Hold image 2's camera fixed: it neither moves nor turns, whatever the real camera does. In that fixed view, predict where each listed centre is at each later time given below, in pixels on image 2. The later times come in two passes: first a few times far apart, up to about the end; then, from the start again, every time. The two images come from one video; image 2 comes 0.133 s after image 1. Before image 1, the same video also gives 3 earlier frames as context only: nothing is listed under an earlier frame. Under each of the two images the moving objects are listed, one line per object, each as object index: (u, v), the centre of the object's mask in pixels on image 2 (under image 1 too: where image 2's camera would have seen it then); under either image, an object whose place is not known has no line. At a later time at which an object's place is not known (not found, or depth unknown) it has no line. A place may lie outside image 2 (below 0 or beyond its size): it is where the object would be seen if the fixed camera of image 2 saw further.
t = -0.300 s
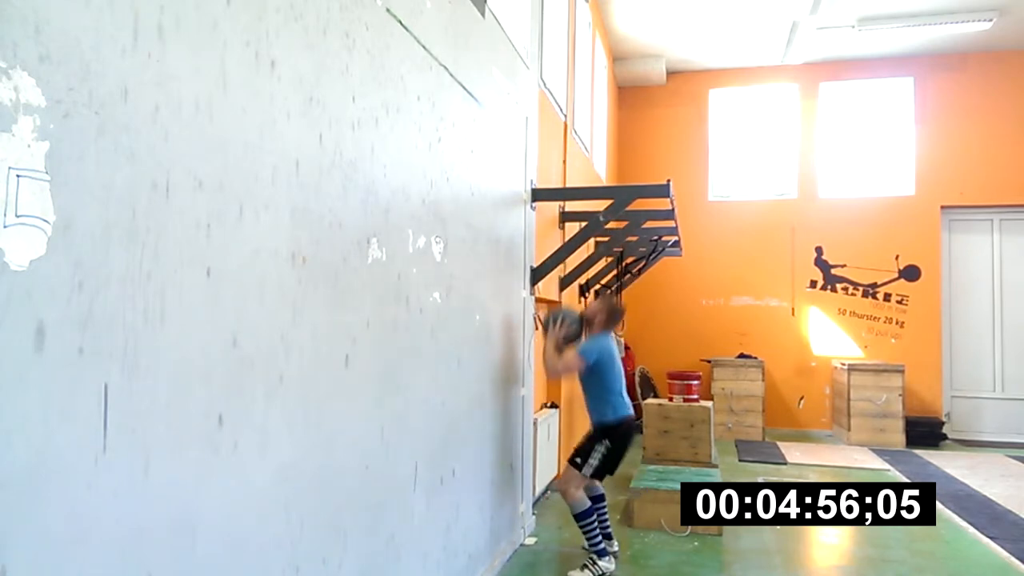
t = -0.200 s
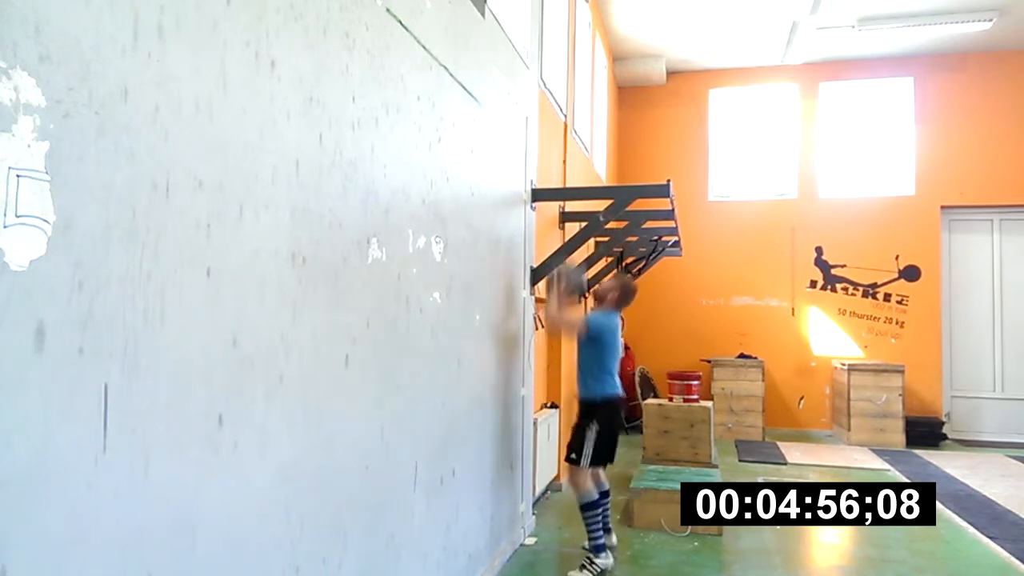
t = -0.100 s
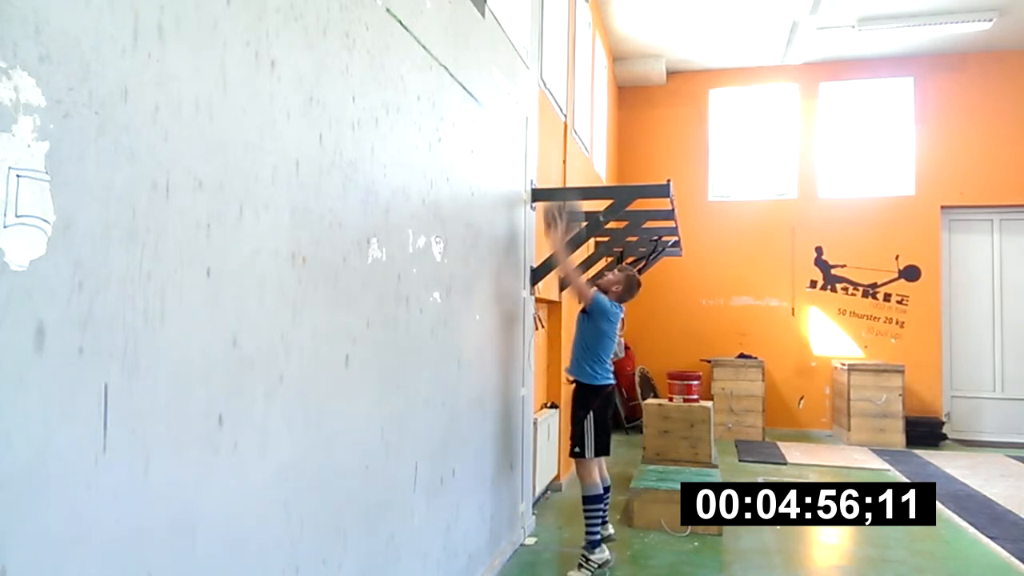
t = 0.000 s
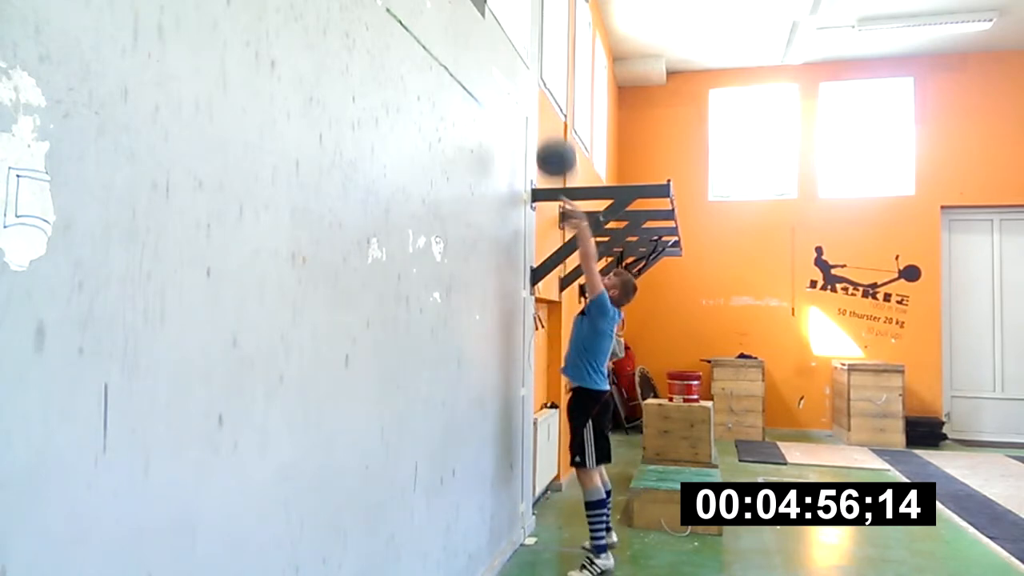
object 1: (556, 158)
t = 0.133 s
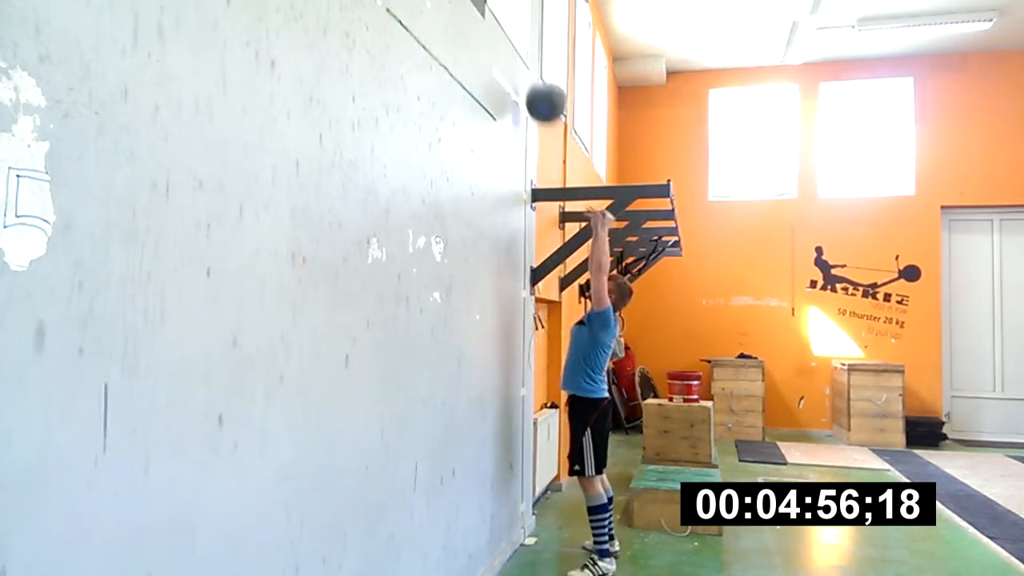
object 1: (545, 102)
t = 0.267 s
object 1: (536, 77)
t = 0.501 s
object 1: (552, 106)
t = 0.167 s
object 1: (542, 93)
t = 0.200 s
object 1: (540, 86)
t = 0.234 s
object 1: (536, 80)
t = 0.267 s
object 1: (536, 77)
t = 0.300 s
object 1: (537, 76)
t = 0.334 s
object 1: (540, 76)
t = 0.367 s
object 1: (543, 79)
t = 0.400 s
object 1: (545, 82)
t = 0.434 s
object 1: (547, 88)
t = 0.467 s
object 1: (549, 96)
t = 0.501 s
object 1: (552, 106)
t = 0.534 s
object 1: (553, 117)
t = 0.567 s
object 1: (555, 129)
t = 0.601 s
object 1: (558, 147)
